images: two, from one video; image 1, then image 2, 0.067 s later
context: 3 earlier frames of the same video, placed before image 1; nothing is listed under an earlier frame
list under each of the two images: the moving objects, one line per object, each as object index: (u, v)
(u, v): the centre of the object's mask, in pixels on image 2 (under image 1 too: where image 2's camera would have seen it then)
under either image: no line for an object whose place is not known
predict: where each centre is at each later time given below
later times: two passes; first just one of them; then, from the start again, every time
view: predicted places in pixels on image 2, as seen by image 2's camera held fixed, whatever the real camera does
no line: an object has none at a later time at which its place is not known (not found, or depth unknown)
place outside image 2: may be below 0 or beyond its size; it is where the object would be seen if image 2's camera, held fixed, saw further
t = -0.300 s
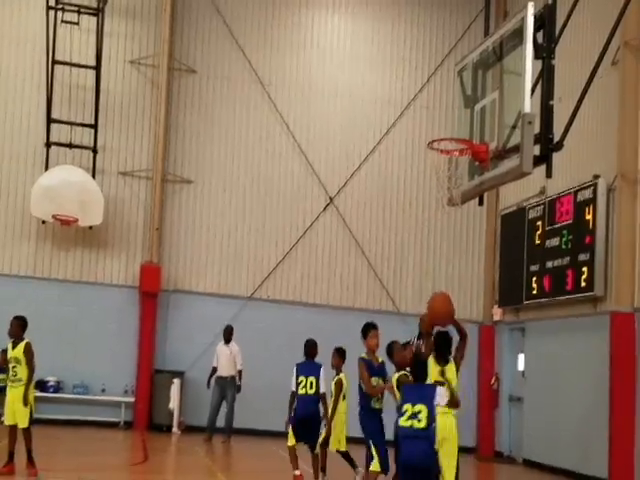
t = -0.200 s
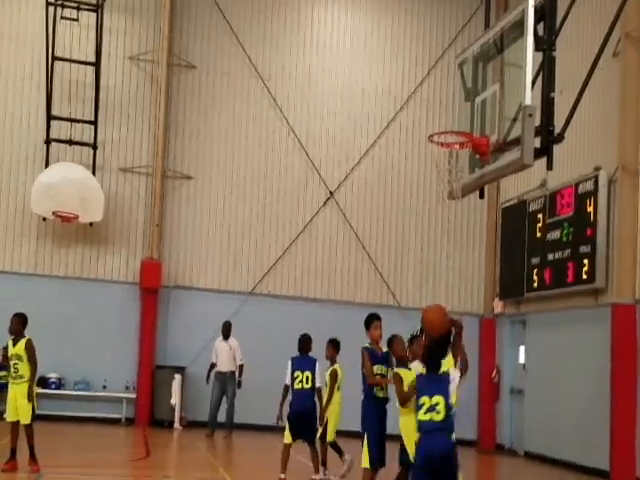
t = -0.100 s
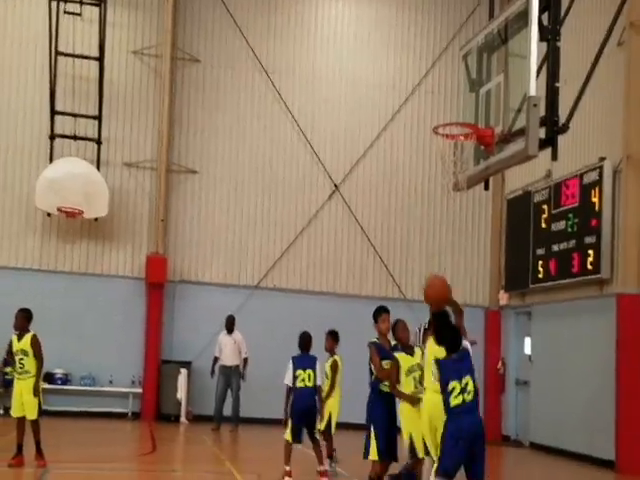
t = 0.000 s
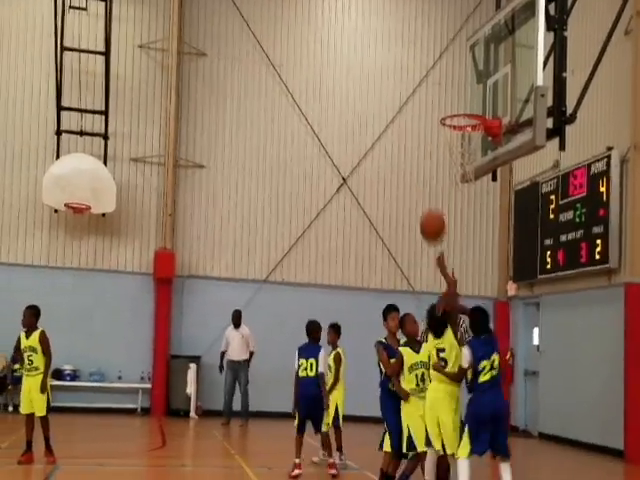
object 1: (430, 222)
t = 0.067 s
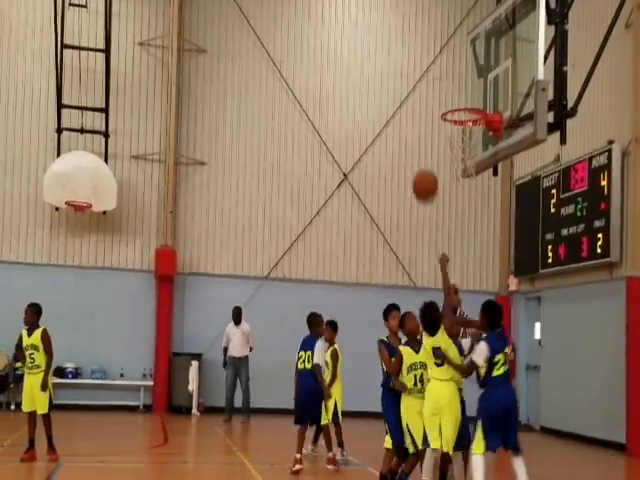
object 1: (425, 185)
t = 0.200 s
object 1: (411, 132)
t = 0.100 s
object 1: (422, 169)
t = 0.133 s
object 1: (419, 155)
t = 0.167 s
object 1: (415, 142)
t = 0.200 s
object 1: (411, 132)
